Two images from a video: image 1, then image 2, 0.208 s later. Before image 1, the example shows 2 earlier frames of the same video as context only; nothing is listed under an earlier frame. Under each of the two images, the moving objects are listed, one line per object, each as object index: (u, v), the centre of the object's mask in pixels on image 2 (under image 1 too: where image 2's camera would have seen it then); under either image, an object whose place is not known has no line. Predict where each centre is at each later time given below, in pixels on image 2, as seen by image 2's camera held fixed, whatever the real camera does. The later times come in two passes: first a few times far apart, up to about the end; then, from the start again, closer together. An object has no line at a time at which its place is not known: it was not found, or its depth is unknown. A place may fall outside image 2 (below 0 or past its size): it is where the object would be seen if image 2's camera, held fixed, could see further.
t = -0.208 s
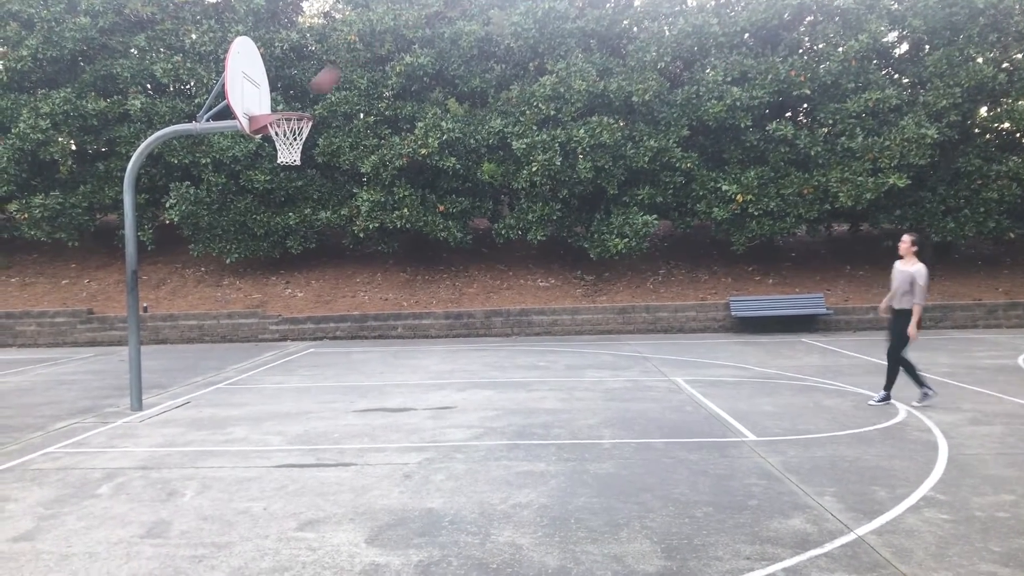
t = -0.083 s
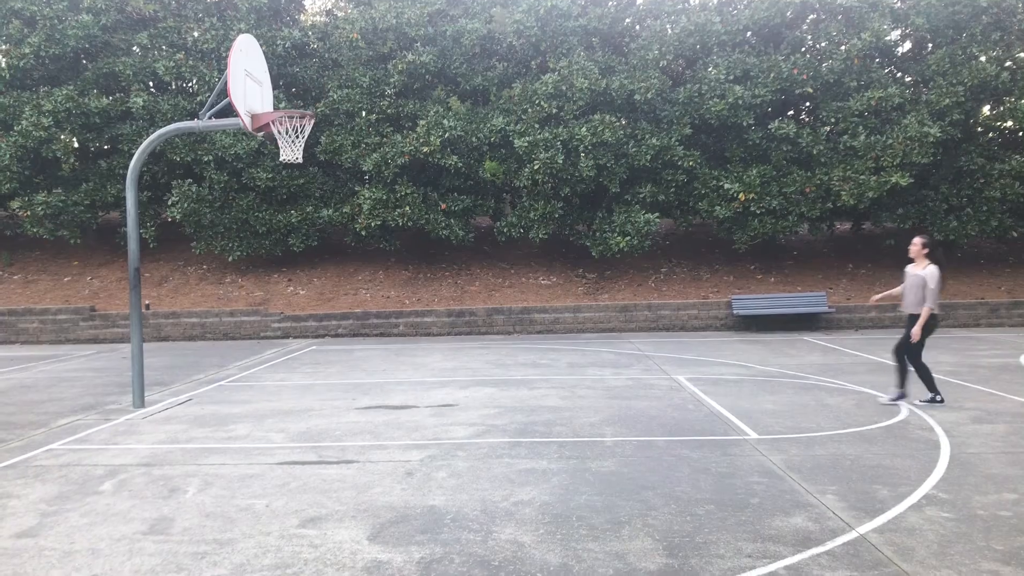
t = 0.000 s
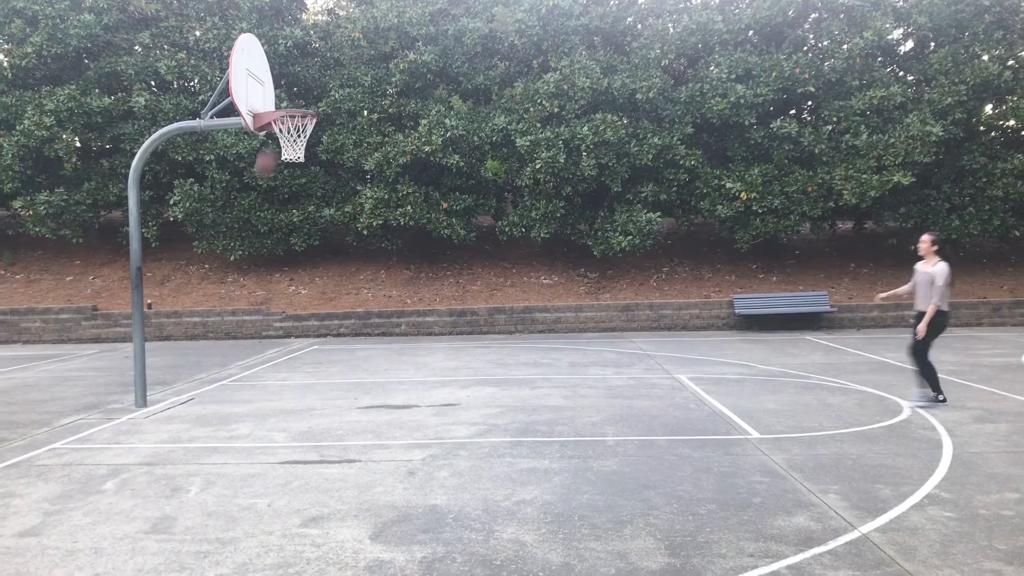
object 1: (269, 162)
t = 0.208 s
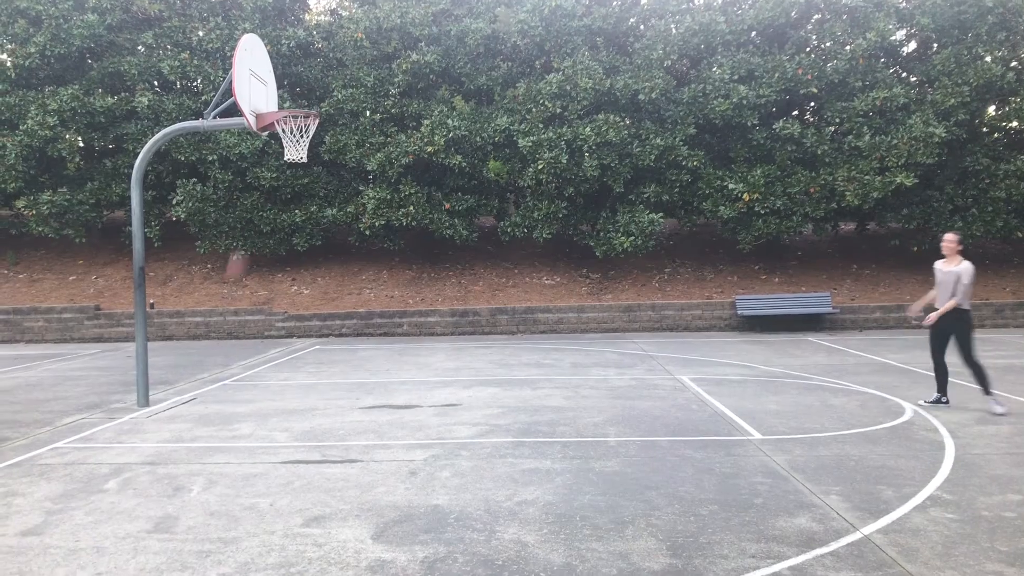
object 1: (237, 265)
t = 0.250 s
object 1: (230, 295)
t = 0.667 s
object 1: (220, 271)
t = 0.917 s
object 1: (227, 232)
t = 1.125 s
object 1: (234, 234)
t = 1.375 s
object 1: (242, 277)
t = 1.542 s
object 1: (249, 329)
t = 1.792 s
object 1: (255, 318)
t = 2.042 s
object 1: (254, 287)
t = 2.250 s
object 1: (257, 291)
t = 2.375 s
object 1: (258, 302)
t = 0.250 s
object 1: (230, 295)
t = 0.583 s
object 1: (217, 297)
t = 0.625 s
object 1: (219, 284)
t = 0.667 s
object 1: (220, 271)
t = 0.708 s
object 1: (221, 261)
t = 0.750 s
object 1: (222, 252)
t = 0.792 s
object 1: (223, 246)
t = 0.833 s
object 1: (225, 239)
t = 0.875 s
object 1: (226, 235)
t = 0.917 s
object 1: (227, 232)
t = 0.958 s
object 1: (228, 231)
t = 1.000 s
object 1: (229, 230)
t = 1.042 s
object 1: (231, 230)
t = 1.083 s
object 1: (232, 232)
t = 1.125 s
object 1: (234, 234)
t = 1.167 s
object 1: (235, 238)
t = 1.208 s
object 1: (236, 244)
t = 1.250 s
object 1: (238, 250)
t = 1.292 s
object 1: (239, 257)
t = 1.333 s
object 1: (240, 266)
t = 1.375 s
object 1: (242, 277)
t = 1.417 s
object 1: (244, 289)
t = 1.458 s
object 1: (247, 303)
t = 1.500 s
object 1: (248, 316)
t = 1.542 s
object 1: (249, 329)
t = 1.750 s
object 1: (254, 329)
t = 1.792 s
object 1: (255, 318)
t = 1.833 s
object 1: (254, 312)
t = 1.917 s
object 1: (254, 296)
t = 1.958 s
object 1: (254, 293)
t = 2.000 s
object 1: (254, 289)
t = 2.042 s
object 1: (254, 287)
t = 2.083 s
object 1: (255, 286)
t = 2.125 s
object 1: (254, 286)
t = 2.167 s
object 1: (254, 286)
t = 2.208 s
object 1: (255, 289)
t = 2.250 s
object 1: (257, 291)
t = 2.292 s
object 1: (257, 296)
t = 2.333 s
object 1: (257, 299)
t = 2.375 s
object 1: (258, 302)
